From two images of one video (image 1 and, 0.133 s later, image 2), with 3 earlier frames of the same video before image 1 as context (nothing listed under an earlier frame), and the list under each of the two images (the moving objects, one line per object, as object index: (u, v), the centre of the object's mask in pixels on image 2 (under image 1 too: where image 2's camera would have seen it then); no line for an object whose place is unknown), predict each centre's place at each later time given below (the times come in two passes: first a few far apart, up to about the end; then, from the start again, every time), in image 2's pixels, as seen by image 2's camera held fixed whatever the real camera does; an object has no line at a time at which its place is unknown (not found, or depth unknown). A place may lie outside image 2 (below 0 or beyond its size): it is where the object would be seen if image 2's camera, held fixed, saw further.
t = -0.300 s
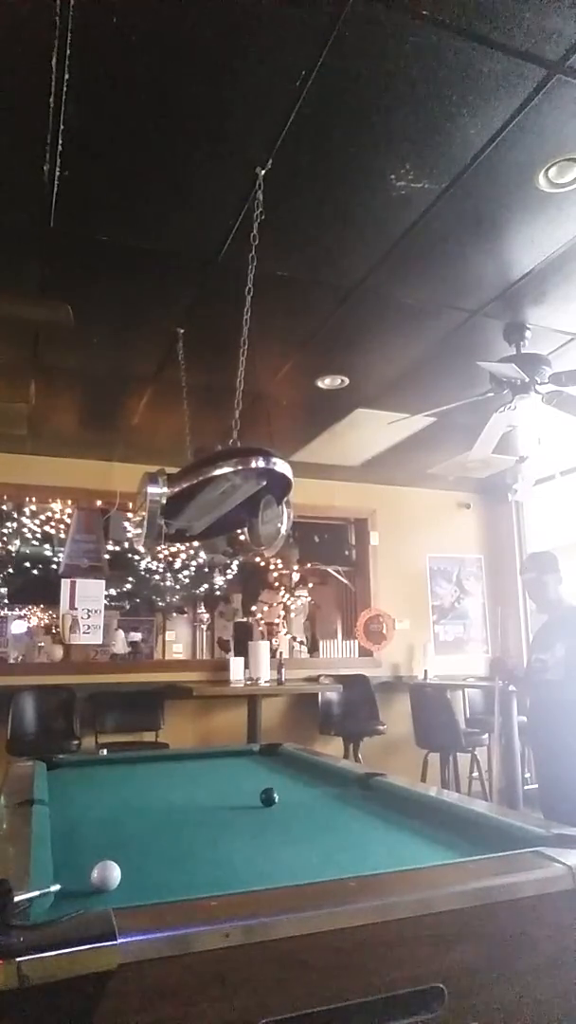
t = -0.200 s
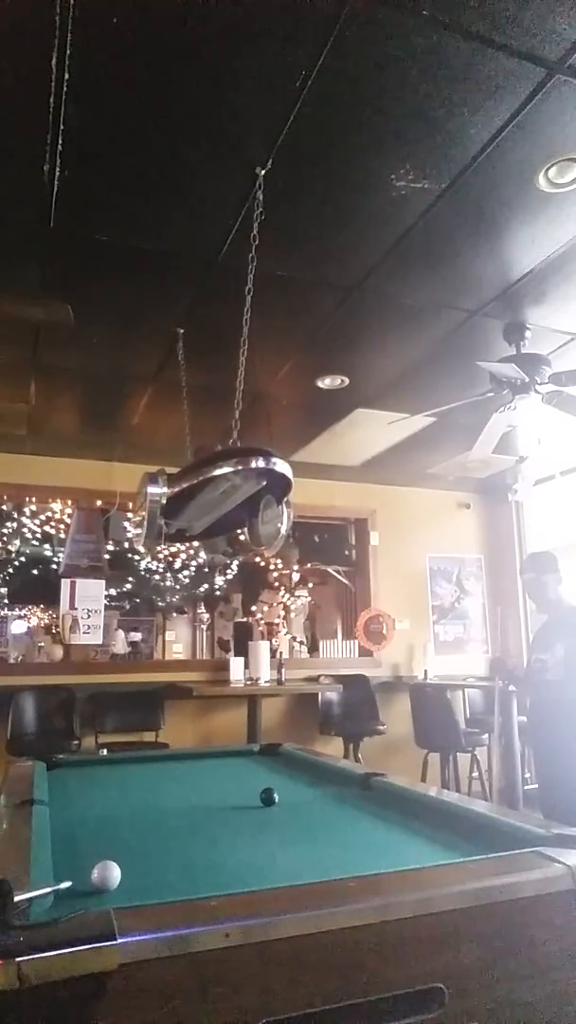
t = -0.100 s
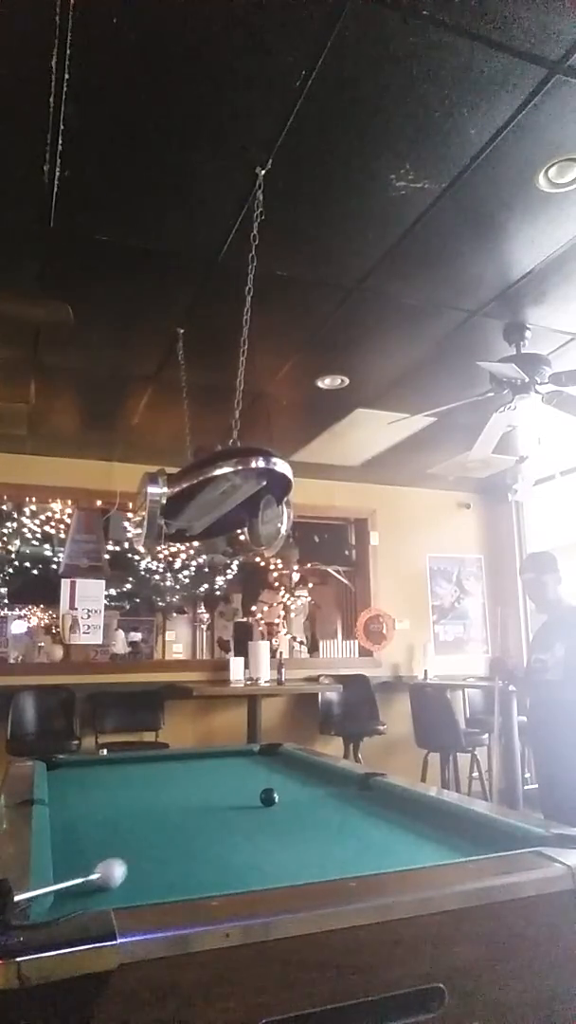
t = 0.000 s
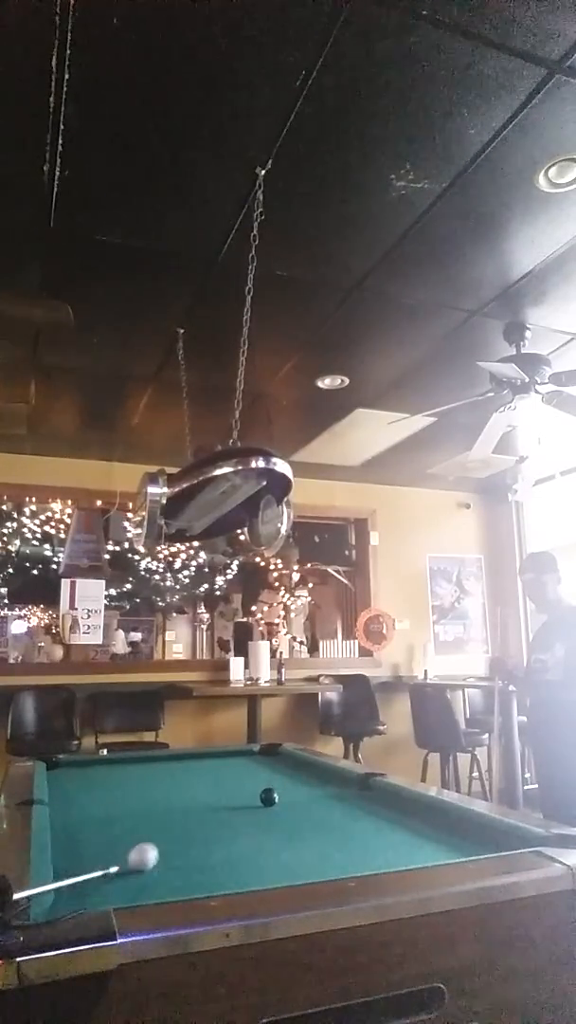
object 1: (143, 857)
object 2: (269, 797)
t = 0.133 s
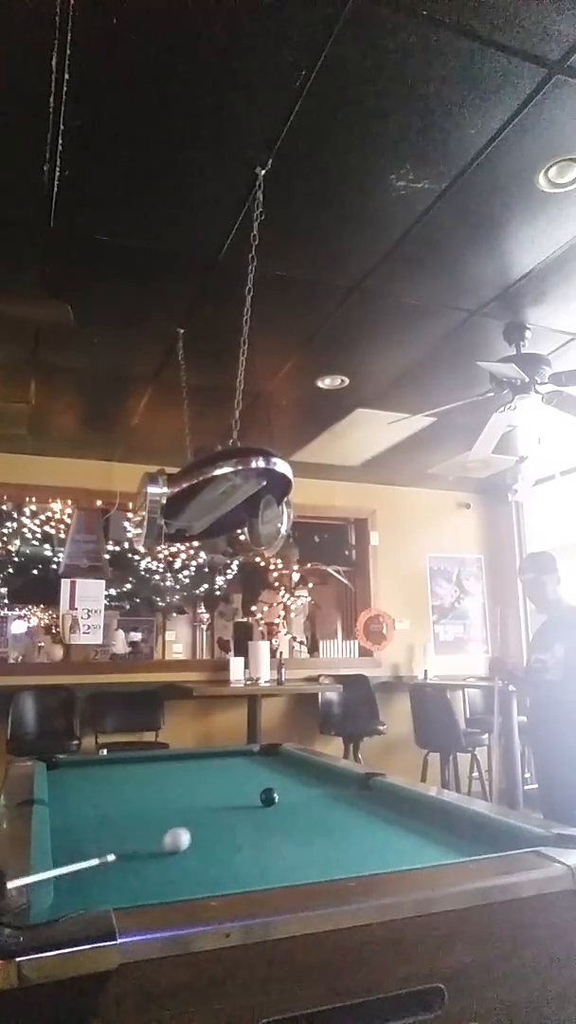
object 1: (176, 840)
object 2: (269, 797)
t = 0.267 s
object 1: (205, 825)
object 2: (268, 797)
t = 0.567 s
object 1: (252, 801)
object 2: (270, 796)
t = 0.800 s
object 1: (250, 794)
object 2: (302, 789)
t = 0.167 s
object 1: (184, 836)
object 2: (268, 797)
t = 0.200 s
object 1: (191, 832)
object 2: (269, 797)
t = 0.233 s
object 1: (198, 829)
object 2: (269, 797)
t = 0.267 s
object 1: (205, 825)
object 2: (268, 797)
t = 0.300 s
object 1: (211, 822)
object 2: (269, 796)
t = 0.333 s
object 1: (217, 819)
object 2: (268, 796)
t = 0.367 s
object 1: (223, 816)
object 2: (269, 797)
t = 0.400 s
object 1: (228, 814)
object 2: (269, 797)
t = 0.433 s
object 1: (233, 811)
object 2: (269, 796)
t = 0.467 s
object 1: (238, 808)
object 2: (269, 797)
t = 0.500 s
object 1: (243, 806)
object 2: (269, 796)
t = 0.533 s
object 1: (248, 803)
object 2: (269, 797)
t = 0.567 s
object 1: (252, 801)
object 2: (270, 796)
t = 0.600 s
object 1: (255, 799)
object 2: (272, 796)
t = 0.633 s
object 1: (253, 798)
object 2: (278, 794)
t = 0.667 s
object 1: (252, 798)
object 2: (284, 793)
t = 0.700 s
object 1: (251, 797)
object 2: (288, 792)
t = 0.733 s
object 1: (251, 796)
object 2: (293, 791)
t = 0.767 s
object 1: (250, 795)
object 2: (297, 790)
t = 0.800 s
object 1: (250, 794)
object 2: (302, 789)
